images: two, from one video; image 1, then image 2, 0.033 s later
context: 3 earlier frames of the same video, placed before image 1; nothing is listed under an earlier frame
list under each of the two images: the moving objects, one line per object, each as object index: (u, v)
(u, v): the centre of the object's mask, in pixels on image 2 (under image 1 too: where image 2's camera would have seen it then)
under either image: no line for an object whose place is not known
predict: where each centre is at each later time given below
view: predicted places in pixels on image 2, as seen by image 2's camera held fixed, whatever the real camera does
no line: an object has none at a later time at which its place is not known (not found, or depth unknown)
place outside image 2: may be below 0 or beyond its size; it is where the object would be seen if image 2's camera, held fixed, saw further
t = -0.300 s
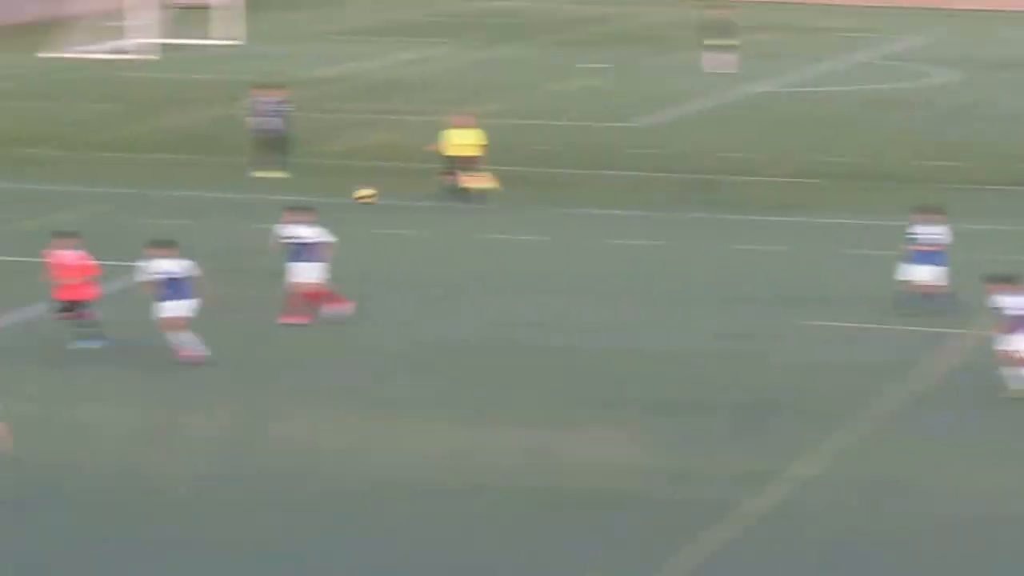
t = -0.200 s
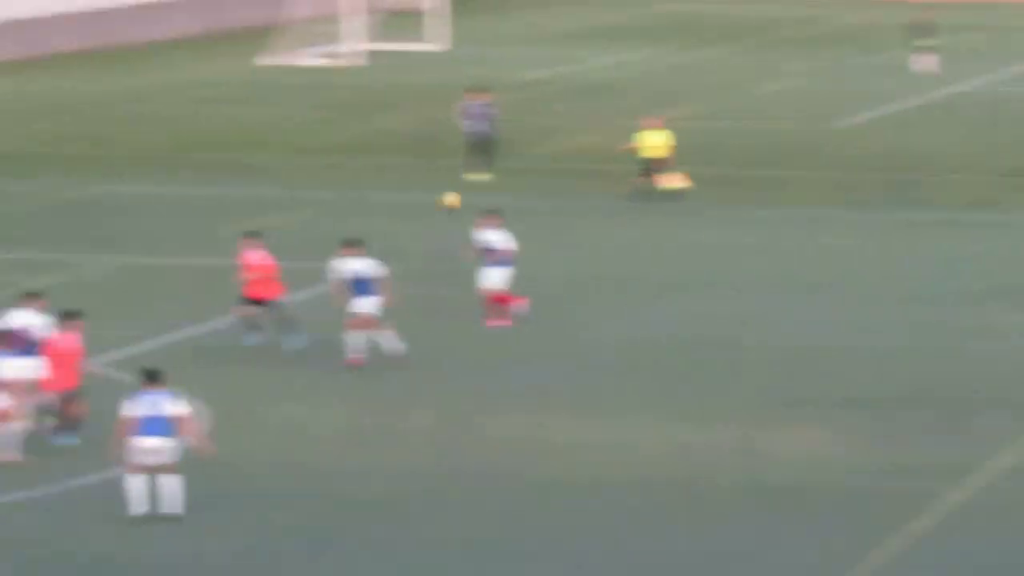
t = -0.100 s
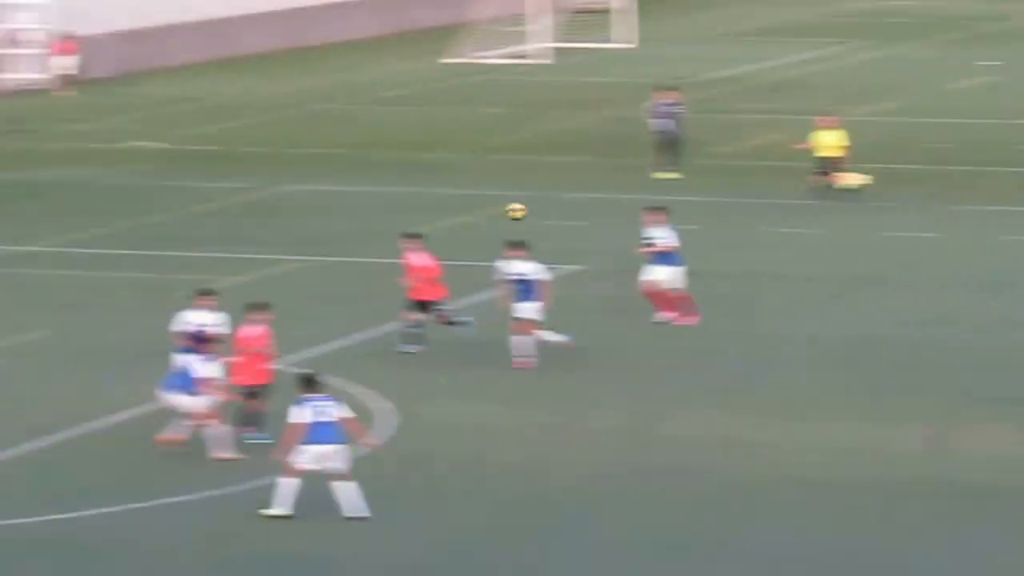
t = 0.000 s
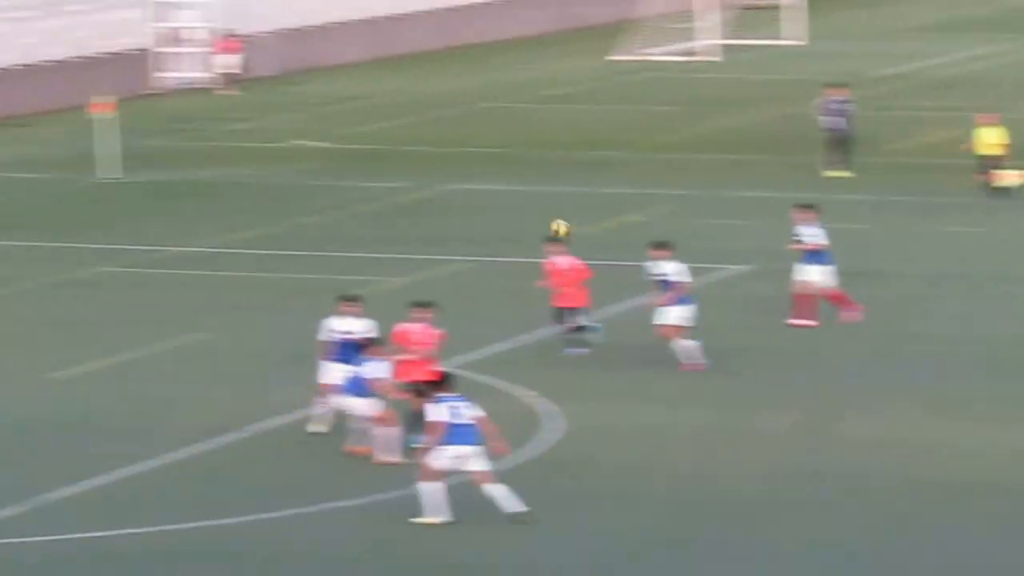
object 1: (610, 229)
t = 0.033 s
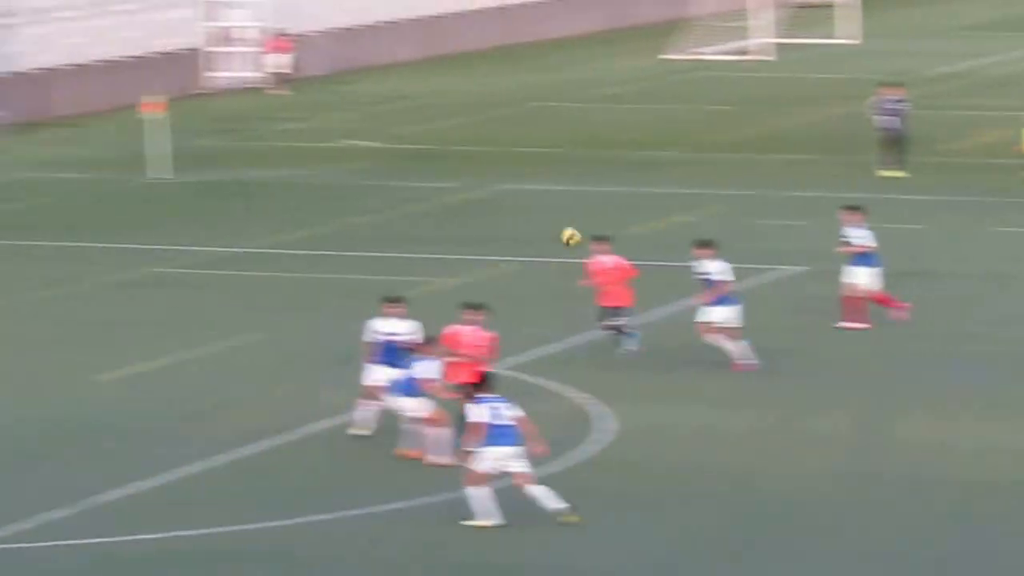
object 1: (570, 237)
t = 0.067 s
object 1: (532, 245)
